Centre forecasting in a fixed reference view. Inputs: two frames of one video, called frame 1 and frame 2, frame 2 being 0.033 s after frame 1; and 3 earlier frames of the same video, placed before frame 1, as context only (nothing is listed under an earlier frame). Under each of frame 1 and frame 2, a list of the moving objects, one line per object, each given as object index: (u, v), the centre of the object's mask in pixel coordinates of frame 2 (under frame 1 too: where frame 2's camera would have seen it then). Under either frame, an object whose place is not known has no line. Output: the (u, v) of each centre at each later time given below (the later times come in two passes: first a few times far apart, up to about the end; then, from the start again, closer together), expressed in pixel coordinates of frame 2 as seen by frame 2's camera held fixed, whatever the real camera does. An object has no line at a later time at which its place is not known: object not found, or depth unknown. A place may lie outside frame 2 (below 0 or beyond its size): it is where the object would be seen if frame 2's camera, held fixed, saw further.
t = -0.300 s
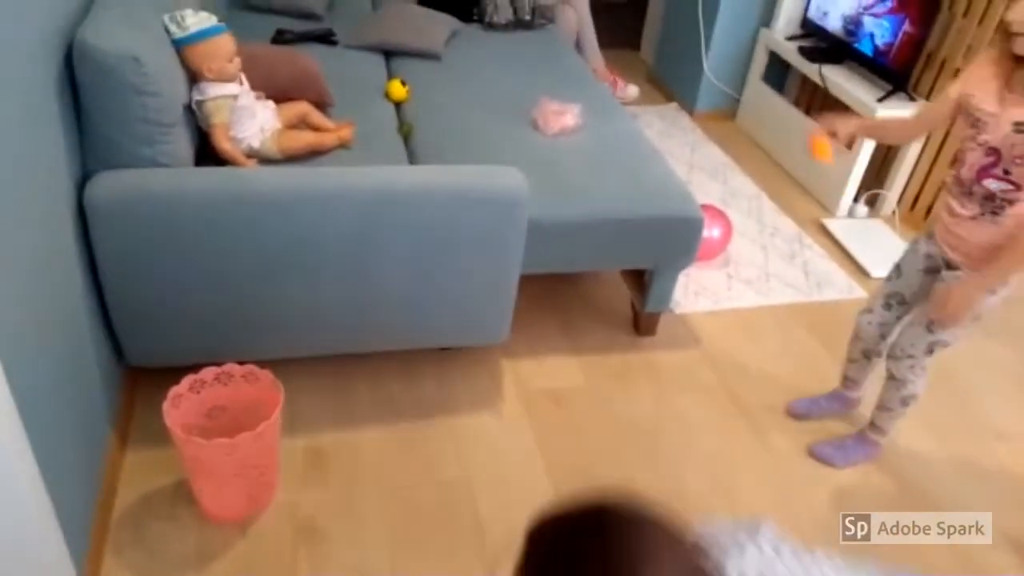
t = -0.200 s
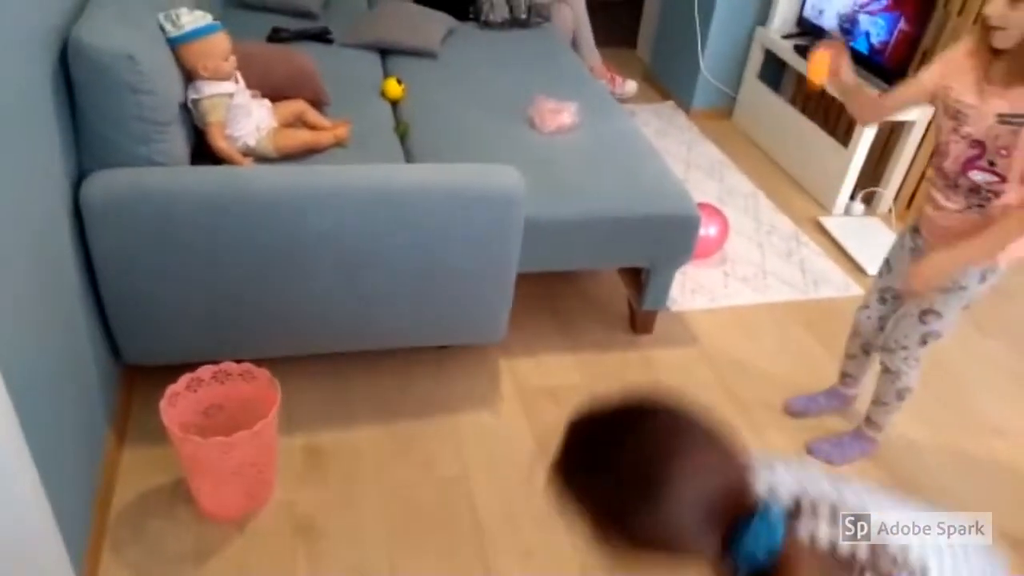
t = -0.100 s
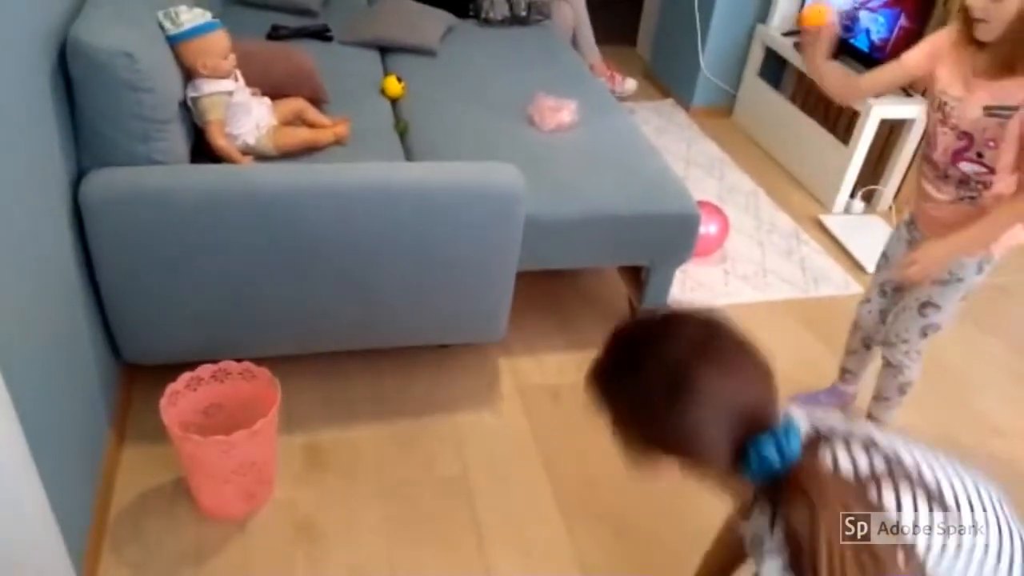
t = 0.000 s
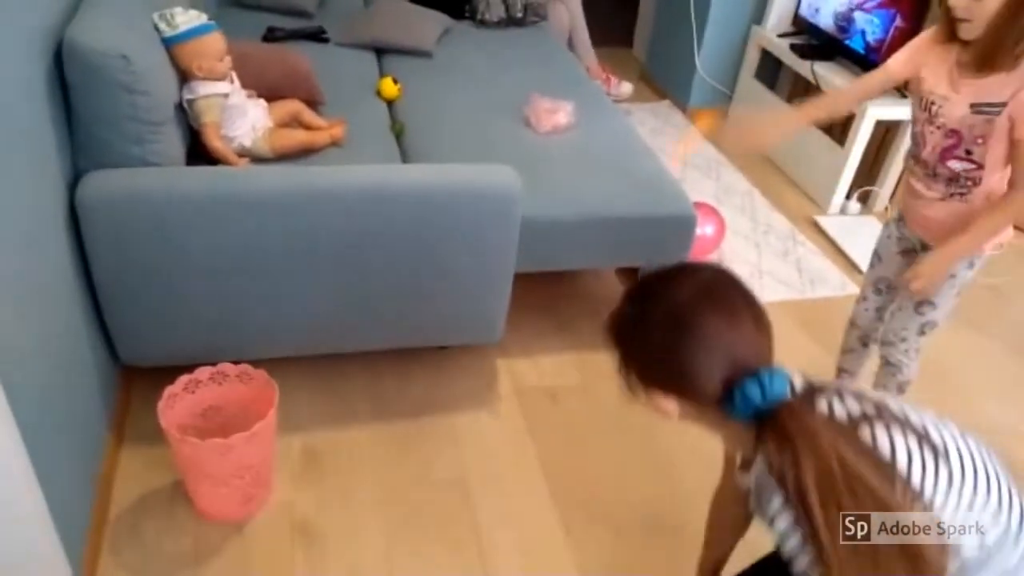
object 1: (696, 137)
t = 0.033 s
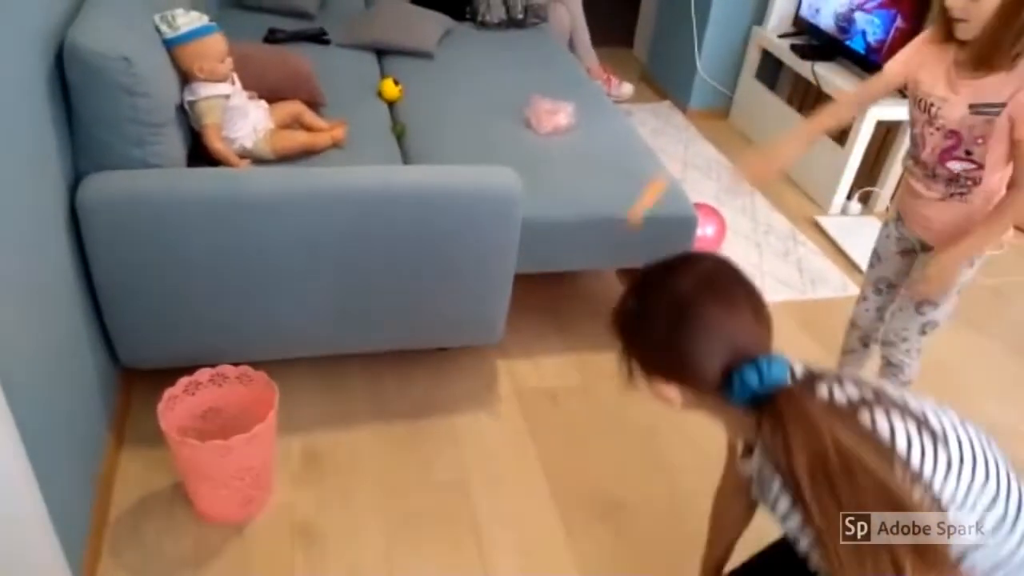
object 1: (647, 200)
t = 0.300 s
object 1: (480, 324)
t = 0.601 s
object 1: (412, 203)
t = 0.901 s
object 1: (347, 404)
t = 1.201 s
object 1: (246, 320)
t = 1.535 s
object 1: (153, 405)
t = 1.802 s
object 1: (113, 383)
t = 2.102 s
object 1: (146, 399)
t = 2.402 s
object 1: (154, 416)
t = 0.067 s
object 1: (611, 252)
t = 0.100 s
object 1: (575, 307)
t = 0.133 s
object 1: (547, 350)
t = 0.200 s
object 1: (493, 422)
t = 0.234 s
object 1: (490, 387)
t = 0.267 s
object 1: (485, 353)
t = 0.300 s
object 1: (480, 324)
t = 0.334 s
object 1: (475, 297)
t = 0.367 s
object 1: (468, 273)
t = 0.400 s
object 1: (462, 251)
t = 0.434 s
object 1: (455, 232)
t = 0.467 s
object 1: (448, 218)
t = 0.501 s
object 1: (439, 207)
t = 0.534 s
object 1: (430, 201)
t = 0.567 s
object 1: (421, 200)
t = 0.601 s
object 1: (412, 203)
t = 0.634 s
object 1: (404, 210)
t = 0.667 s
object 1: (395, 222)
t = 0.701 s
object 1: (387, 238)
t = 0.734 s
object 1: (379, 259)
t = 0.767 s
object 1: (371, 284)
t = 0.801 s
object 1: (365, 310)
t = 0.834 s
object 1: (358, 340)
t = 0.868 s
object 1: (352, 372)
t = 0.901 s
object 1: (347, 404)
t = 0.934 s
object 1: (342, 426)
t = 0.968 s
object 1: (330, 403)
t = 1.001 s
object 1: (319, 382)
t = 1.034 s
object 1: (306, 363)
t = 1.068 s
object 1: (294, 348)
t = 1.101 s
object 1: (282, 336)
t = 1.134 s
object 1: (270, 327)
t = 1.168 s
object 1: (258, 321)
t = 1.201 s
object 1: (246, 320)
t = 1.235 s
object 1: (234, 322)
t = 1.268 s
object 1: (223, 327)
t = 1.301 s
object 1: (213, 336)
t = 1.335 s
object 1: (204, 350)
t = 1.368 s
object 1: (196, 363)
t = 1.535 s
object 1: (153, 405)
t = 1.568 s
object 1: (145, 393)
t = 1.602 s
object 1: (133, 383)
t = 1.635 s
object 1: (125, 376)
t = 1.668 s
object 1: (115, 371)
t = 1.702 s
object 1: (107, 371)
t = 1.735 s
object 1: (101, 374)
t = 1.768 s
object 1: (106, 377)
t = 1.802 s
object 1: (113, 383)
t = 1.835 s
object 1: (123, 392)
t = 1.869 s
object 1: (133, 403)
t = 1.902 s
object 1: (144, 420)
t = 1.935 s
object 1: (151, 432)
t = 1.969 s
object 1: (149, 421)
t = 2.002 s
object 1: (147, 410)
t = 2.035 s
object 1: (146, 403)
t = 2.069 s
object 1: (146, 399)
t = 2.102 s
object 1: (146, 399)
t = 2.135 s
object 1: (147, 401)
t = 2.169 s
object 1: (148, 408)
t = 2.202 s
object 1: (151, 418)
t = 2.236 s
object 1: (154, 432)
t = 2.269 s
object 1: (155, 434)
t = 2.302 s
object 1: (154, 425)
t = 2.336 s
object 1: (154, 418)
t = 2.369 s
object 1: (154, 416)
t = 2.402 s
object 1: (154, 416)
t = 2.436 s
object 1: (154, 417)
